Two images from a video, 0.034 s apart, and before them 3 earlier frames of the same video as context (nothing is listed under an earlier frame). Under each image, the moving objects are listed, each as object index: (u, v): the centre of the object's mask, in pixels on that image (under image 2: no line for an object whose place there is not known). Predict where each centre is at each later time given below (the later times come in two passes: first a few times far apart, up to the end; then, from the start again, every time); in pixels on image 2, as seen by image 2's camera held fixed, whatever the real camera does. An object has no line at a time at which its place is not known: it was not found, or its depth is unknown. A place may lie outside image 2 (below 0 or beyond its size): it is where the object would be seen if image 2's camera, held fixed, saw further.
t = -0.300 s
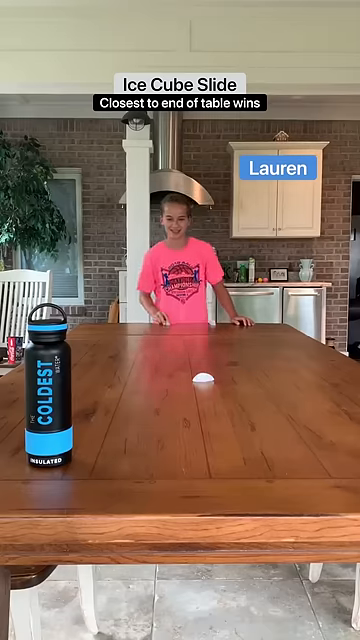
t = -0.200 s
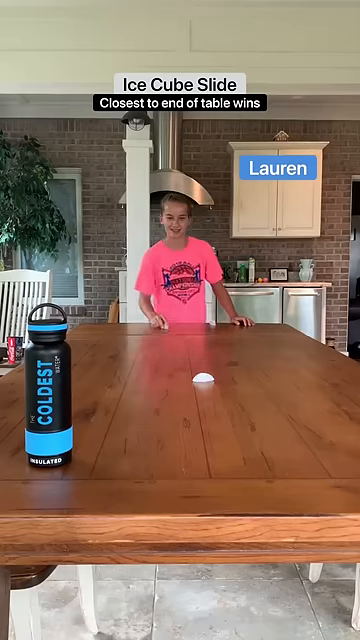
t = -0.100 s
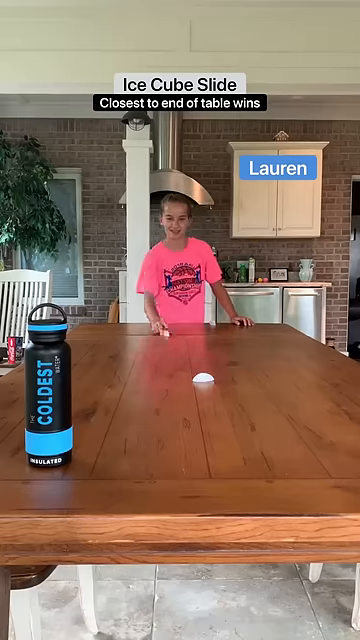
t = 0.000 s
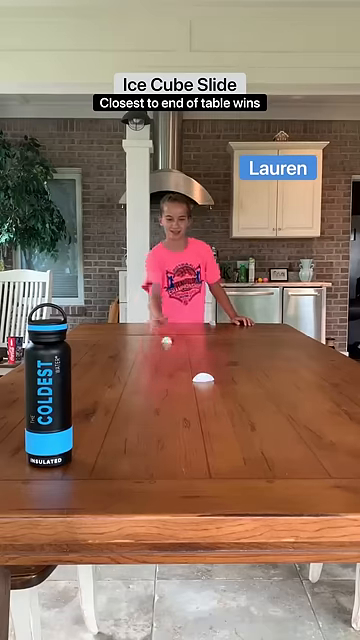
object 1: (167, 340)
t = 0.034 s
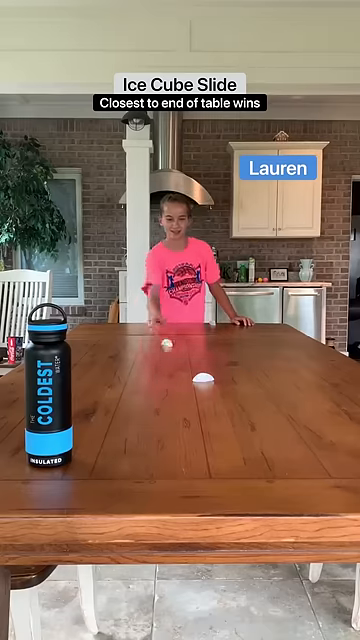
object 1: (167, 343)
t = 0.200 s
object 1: (170, 358)
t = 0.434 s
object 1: (178, 386)
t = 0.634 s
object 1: (189, 421)
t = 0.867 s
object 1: (206, 483)
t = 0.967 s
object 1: (218, 523)
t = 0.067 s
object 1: (167, 346)
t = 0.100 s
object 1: (168, 348)
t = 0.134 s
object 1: (168, 351)
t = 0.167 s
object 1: (169, 354)
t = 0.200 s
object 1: (170, 358)
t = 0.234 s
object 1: (171, 361)
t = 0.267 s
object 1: (172, 365)
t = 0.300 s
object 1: (173, 369)
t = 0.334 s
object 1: (174, 373)
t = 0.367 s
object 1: (175, 377)
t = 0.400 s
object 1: (176, 382)
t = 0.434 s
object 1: (178, 386)
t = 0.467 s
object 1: (179, 391)
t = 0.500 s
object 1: (181, 397)
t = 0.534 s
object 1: (183, 402)
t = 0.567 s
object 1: (185, 408)
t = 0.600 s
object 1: (187, 415)
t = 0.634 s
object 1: (189, 421)
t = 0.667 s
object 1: (191, 429)
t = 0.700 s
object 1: (193, 436)
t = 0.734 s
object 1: (195, 444)
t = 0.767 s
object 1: (198, 453)
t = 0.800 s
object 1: (200, 462)
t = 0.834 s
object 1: (203, 472)
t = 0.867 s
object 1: (206, 483)
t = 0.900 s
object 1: (210, 494)
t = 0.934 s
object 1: (213, 506)
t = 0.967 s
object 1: (218, 523)
